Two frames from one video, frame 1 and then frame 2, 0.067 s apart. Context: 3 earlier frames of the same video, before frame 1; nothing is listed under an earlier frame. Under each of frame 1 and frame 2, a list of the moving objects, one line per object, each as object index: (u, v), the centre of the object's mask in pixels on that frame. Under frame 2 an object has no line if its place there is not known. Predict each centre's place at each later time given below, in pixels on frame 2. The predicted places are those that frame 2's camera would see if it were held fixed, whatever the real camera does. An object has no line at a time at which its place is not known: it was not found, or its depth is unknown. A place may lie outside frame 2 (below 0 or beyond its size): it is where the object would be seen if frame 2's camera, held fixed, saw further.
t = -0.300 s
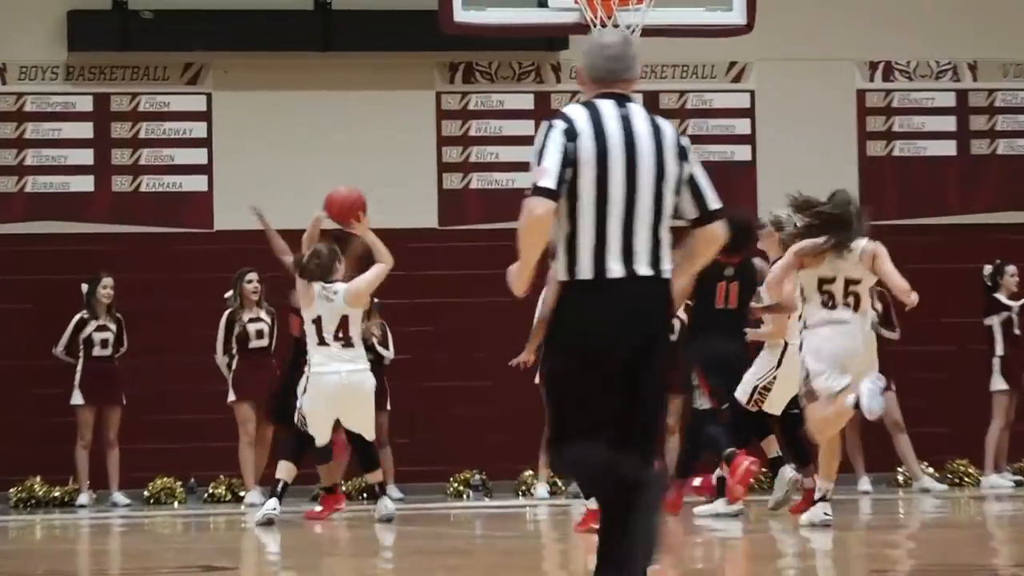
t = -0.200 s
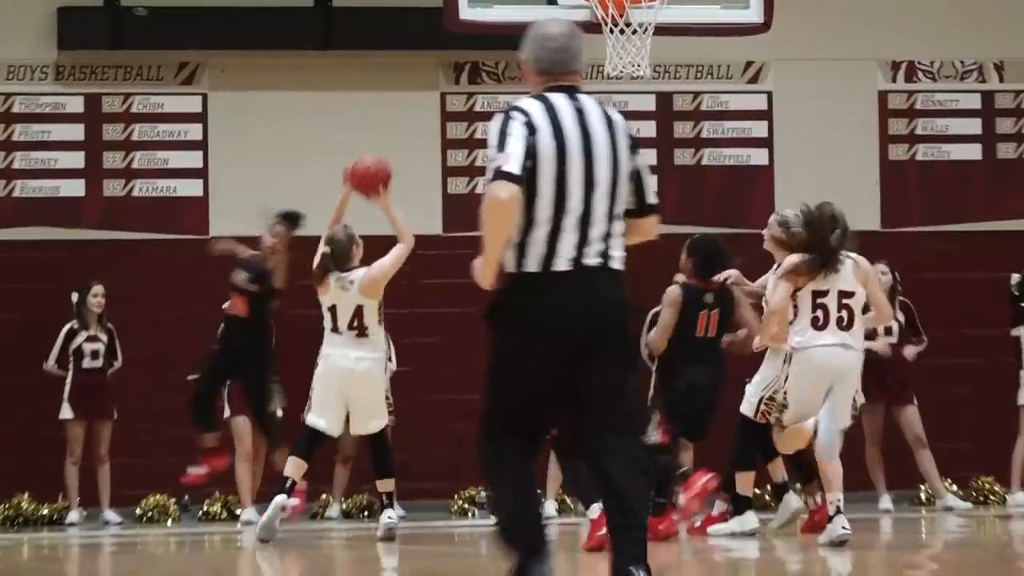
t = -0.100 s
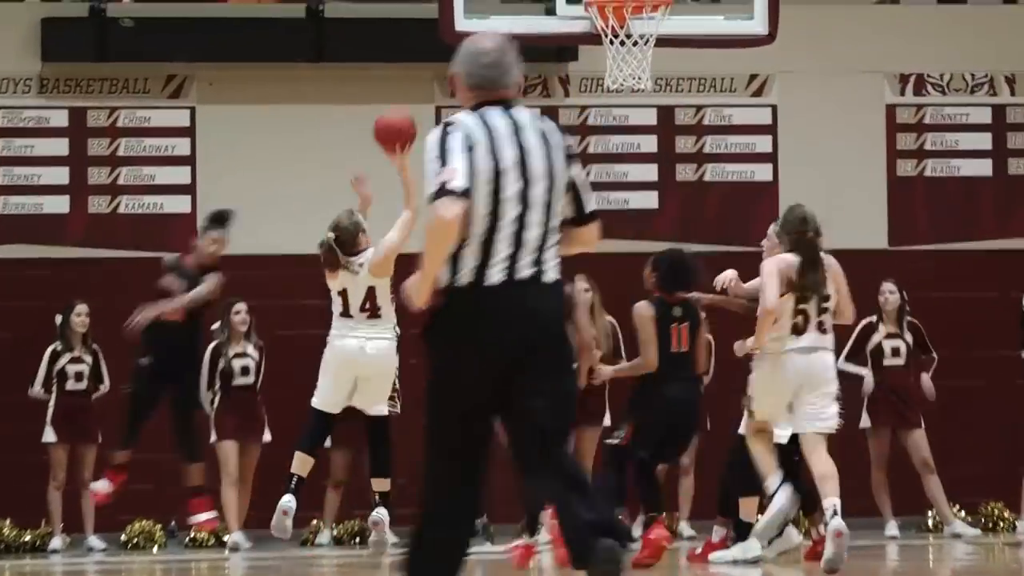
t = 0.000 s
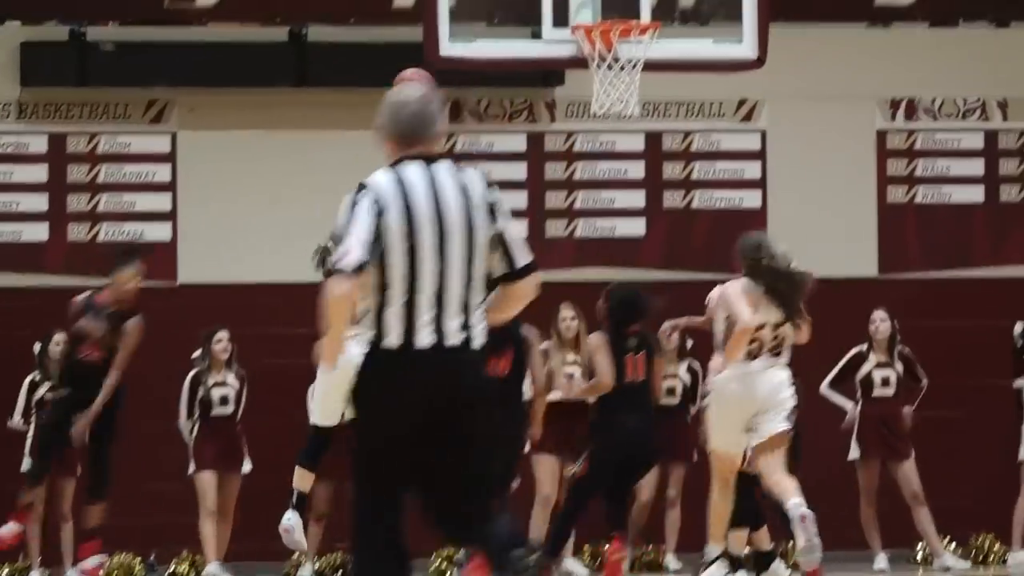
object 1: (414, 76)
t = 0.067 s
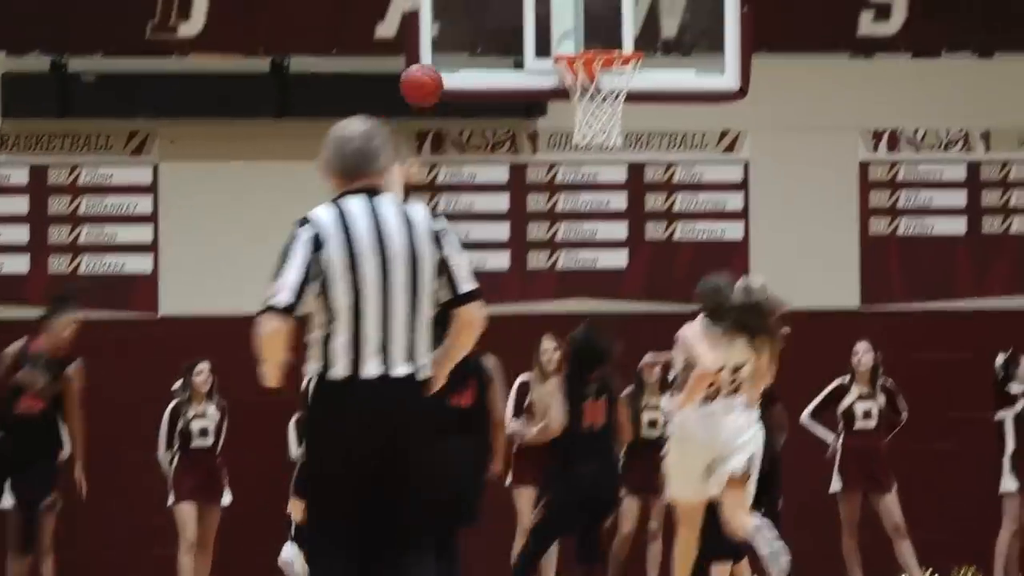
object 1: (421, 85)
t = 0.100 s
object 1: (435, 71)
